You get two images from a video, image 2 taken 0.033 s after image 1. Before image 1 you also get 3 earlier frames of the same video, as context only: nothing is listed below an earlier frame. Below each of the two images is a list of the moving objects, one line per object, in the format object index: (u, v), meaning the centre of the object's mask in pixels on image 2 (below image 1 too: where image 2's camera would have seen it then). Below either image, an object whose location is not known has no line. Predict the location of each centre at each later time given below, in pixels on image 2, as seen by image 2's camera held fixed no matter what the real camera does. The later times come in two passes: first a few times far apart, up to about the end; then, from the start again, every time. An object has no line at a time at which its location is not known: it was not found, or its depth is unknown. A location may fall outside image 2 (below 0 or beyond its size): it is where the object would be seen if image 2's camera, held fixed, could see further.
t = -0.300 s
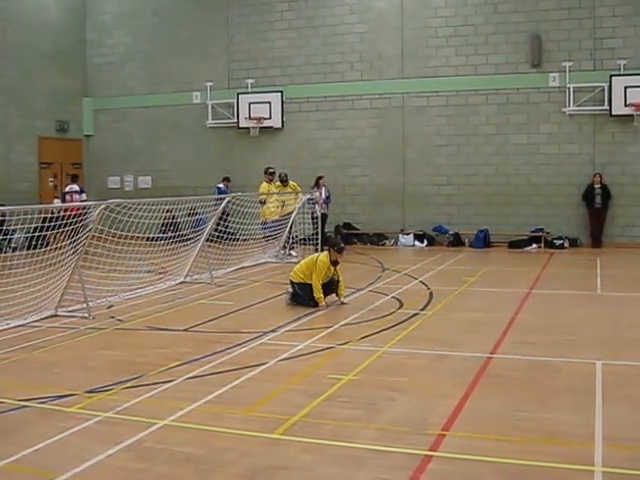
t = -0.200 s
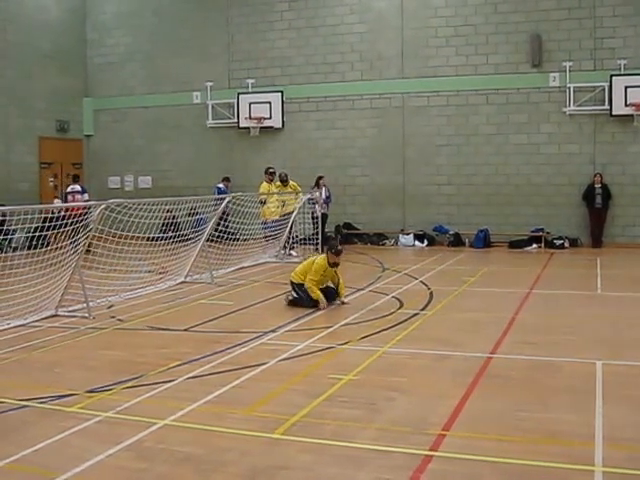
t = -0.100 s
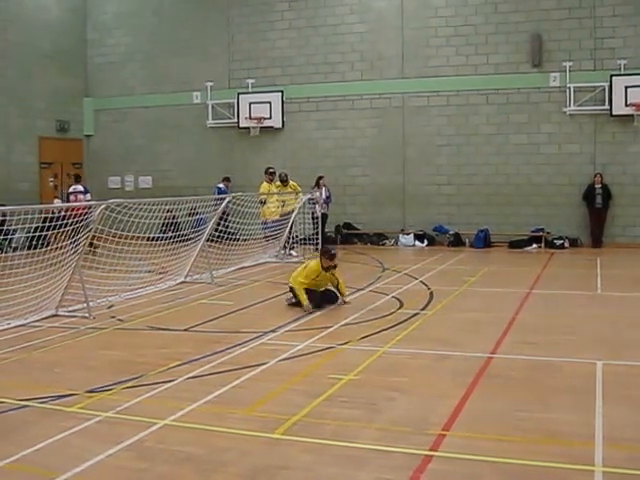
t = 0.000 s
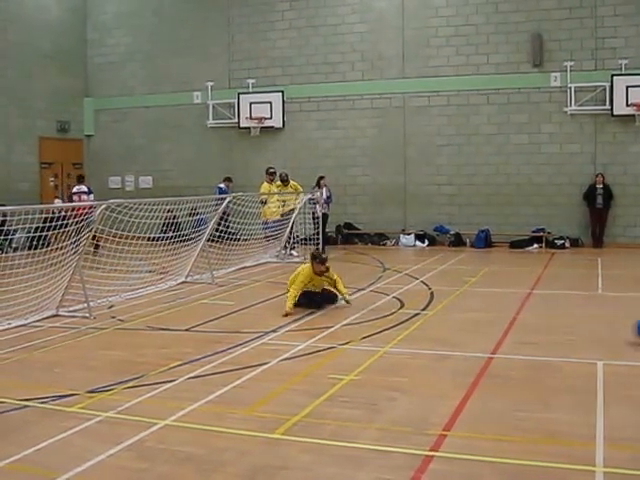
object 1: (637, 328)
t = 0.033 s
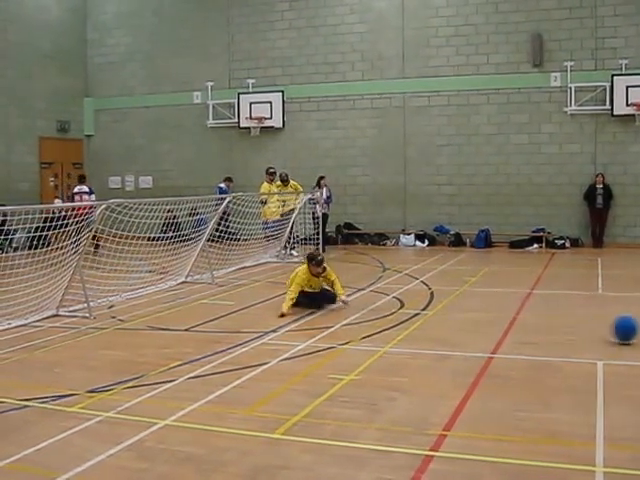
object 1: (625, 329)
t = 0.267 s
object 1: (471, 324)
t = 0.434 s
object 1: (369, 320)
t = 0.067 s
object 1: (602, 330)
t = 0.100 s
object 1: (580, 329)
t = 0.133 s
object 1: (558, 327)
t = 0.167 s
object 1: (536, 326)
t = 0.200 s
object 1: (514, 327)
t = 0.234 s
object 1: (492, 326)
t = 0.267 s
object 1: (471, 324)
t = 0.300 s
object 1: (450, 324)
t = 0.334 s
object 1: (430, 324)
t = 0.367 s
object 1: (410, 323)
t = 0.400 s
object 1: (388, 321)
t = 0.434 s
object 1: (369, 320)
